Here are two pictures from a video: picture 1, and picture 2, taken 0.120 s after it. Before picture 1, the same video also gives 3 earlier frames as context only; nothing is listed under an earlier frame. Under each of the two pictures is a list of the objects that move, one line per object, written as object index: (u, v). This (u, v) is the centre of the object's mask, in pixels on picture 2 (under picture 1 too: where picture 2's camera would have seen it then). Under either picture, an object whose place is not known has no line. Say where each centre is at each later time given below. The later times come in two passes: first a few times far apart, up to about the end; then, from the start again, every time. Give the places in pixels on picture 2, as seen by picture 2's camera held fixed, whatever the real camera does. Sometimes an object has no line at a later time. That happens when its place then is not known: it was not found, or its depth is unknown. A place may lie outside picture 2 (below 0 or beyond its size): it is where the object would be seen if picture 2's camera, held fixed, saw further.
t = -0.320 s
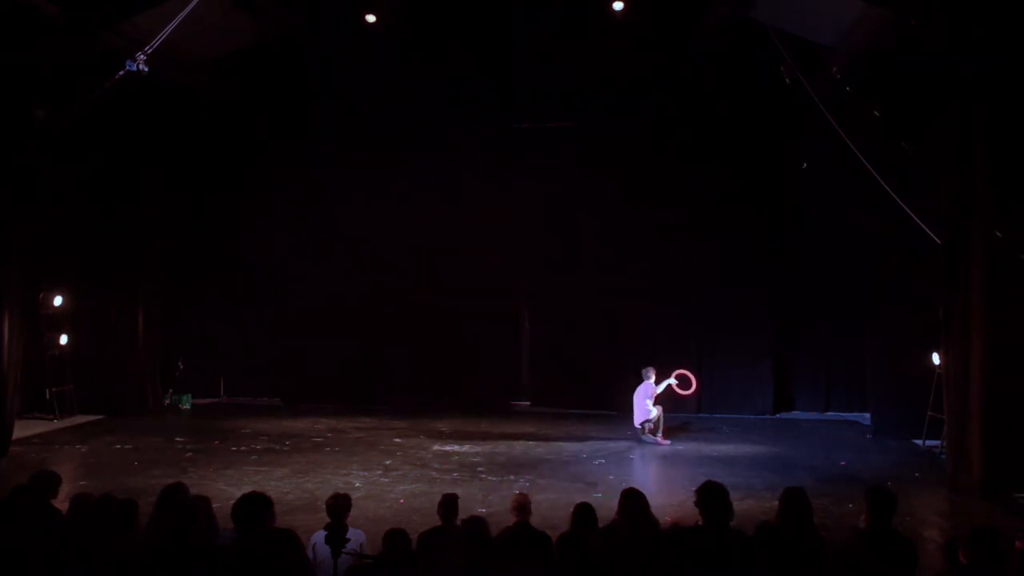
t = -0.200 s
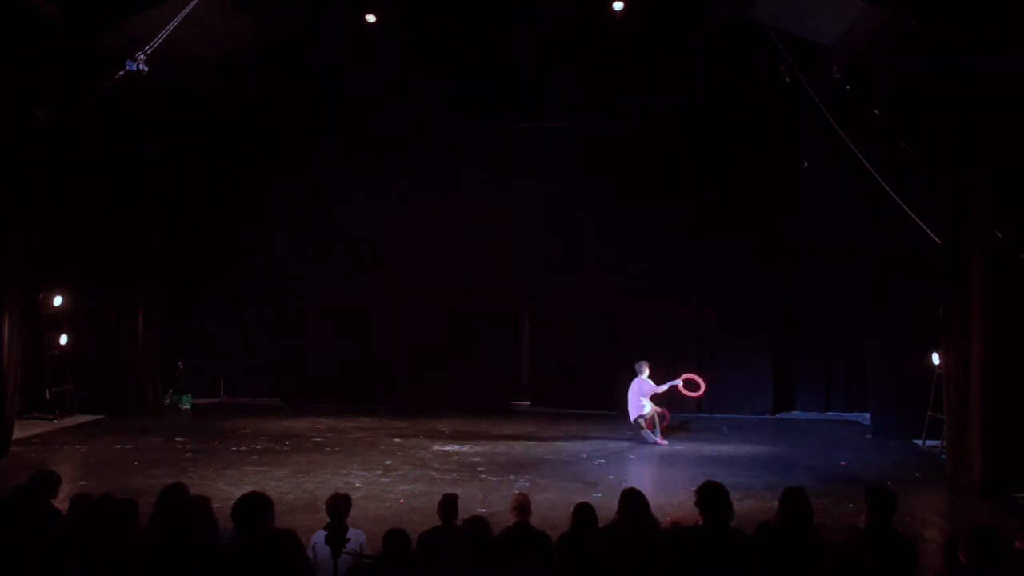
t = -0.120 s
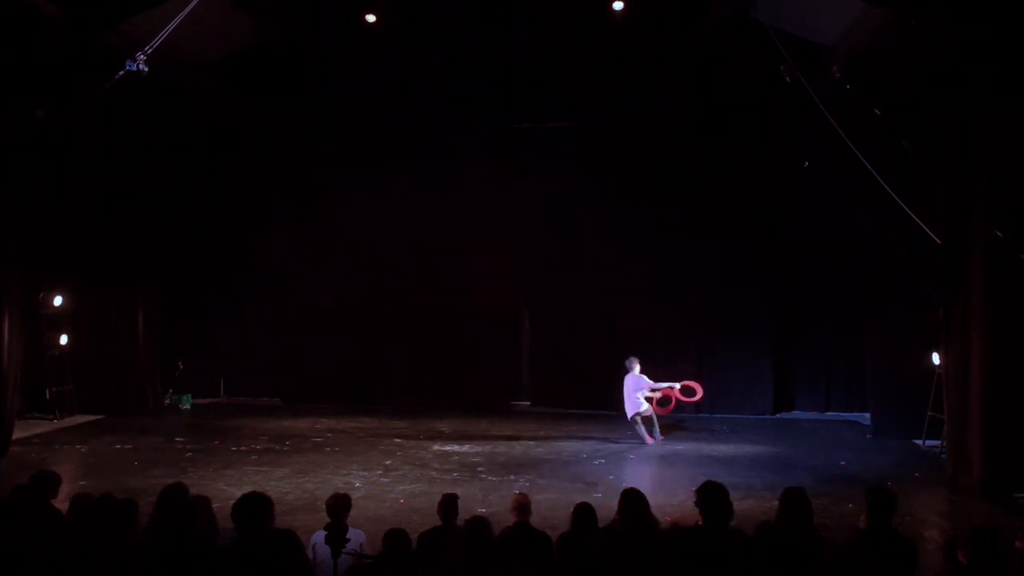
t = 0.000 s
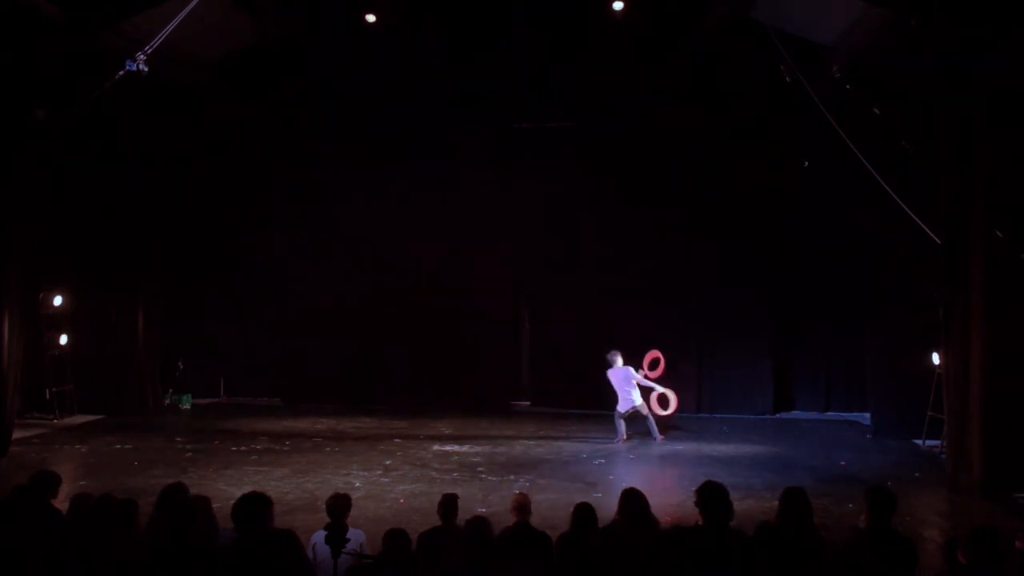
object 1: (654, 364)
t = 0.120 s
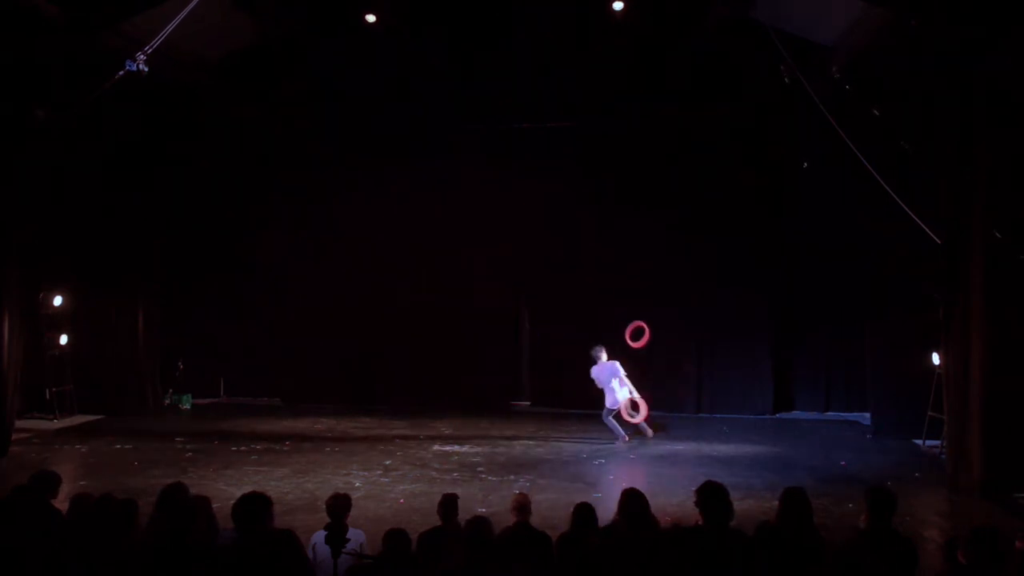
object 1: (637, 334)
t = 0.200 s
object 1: (625, 318)
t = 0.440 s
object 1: (585, 290)
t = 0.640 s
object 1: (546, 294)
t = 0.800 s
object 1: (512, 316)
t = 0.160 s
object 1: (631, 326)
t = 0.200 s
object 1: (625, 318)
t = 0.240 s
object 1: (619, 311)
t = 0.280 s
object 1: (613, 305)
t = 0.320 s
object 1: (606, 300)
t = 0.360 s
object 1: (599, 296)
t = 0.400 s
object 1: (592, 293)
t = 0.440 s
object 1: (585, 290)
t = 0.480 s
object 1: (577, 289)
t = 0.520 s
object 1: (570, 289)
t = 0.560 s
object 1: (562, 290)
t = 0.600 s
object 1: (555, 291)
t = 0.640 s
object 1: (546, 294)
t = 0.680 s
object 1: (538, 298)
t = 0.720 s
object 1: (530, 303)
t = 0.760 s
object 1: (521, 309)
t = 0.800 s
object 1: (512, 316)
